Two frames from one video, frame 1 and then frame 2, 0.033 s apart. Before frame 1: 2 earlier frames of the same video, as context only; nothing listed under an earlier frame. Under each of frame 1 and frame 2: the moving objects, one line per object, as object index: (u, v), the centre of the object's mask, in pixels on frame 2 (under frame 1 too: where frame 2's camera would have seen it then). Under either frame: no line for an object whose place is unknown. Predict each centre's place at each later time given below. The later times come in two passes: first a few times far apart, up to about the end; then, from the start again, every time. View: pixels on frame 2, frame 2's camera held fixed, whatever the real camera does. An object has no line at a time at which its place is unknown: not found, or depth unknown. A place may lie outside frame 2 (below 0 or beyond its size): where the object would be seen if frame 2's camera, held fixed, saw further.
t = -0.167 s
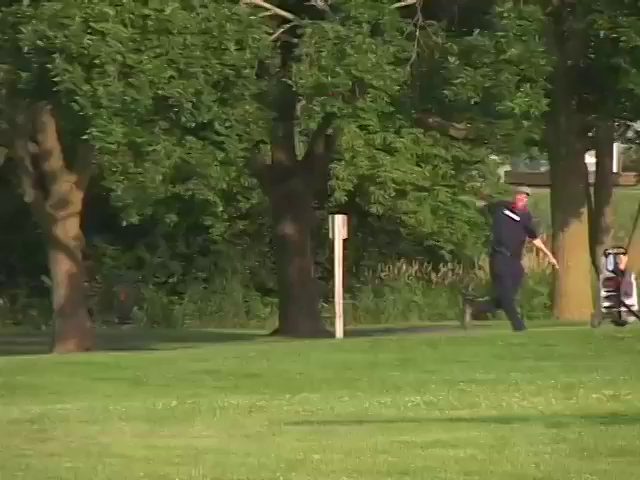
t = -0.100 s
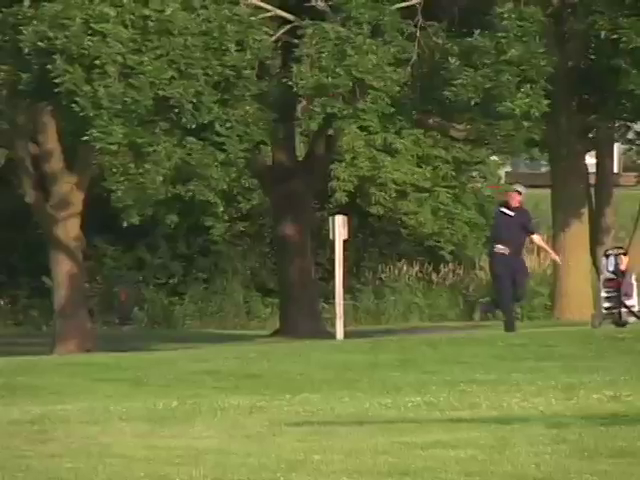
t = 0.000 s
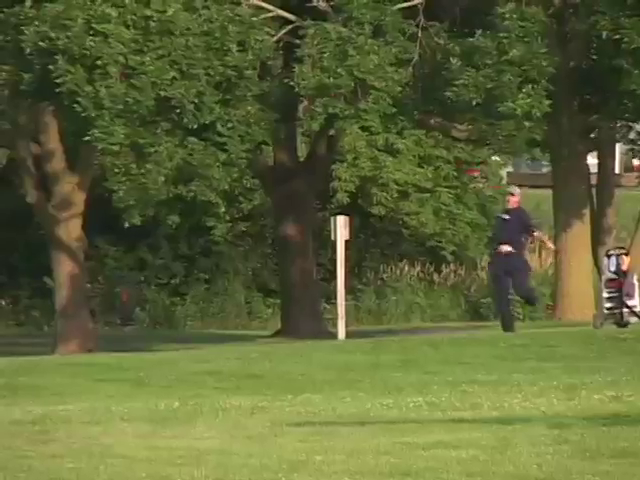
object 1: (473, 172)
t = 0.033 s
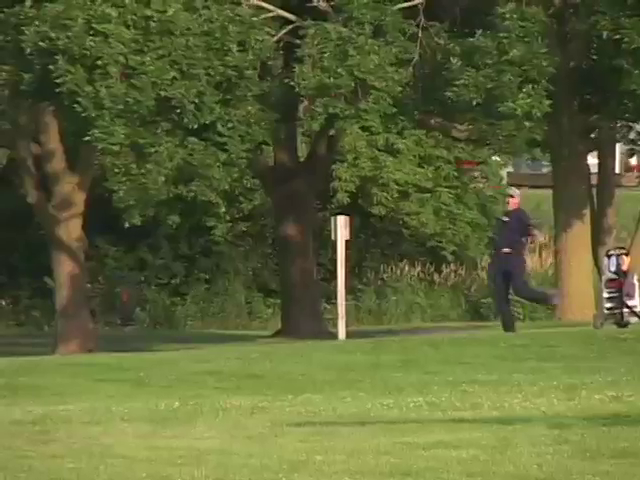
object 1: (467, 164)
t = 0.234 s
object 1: (406, 122)
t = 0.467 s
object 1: (334, 81)
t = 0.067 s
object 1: (455, 156)
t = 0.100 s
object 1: (446, 147)
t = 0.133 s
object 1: (437, 141)
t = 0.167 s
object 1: (430, 136)
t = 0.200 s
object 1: (418, 130)
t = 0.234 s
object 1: (406, 122)
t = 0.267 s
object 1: (398, 116)
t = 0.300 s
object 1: (386, 110)
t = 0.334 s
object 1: (379, 105)
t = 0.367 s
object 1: (366, 98)
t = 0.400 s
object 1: (354, 93)
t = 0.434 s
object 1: (346, 86)
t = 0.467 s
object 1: (334, 81)
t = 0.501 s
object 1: (324, 73)
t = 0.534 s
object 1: (311, 67)
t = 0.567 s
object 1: (301, 61)
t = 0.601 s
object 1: (291, 57)
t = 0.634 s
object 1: (279, 51)
